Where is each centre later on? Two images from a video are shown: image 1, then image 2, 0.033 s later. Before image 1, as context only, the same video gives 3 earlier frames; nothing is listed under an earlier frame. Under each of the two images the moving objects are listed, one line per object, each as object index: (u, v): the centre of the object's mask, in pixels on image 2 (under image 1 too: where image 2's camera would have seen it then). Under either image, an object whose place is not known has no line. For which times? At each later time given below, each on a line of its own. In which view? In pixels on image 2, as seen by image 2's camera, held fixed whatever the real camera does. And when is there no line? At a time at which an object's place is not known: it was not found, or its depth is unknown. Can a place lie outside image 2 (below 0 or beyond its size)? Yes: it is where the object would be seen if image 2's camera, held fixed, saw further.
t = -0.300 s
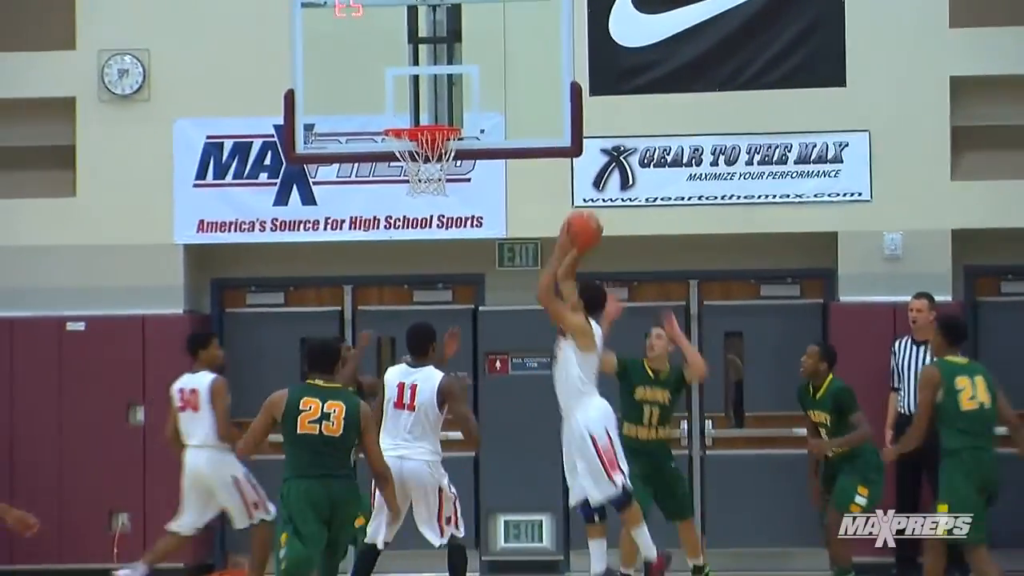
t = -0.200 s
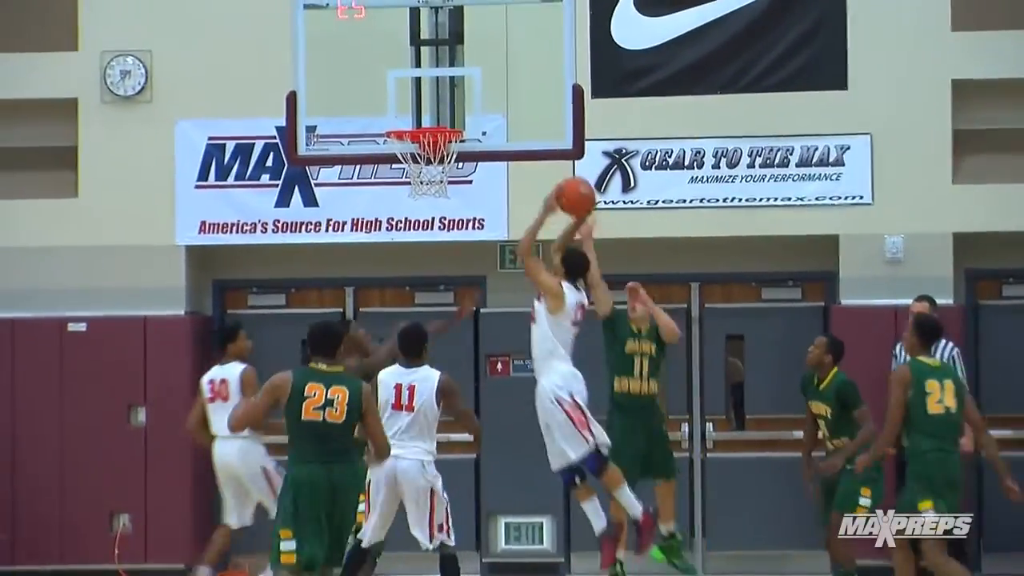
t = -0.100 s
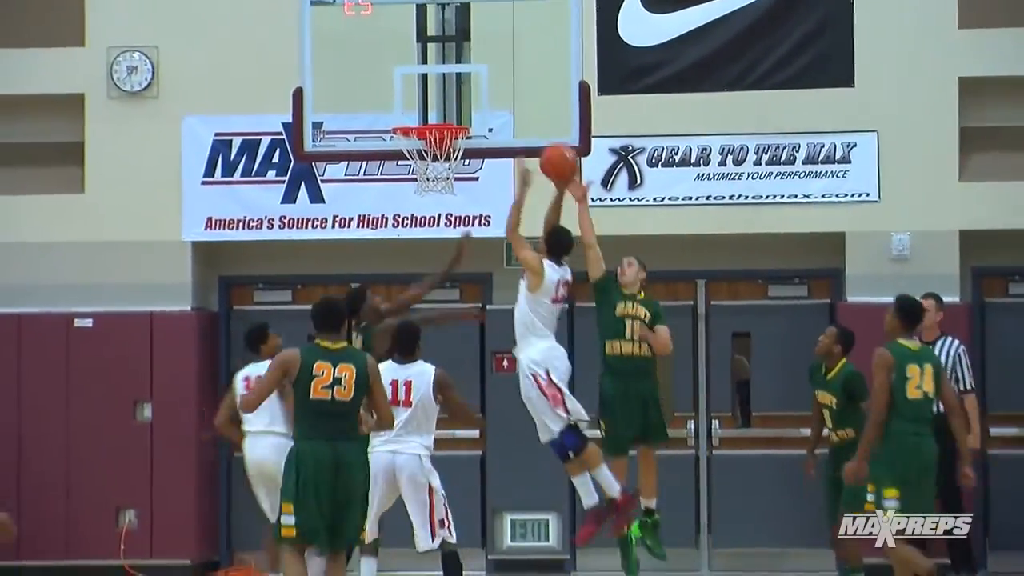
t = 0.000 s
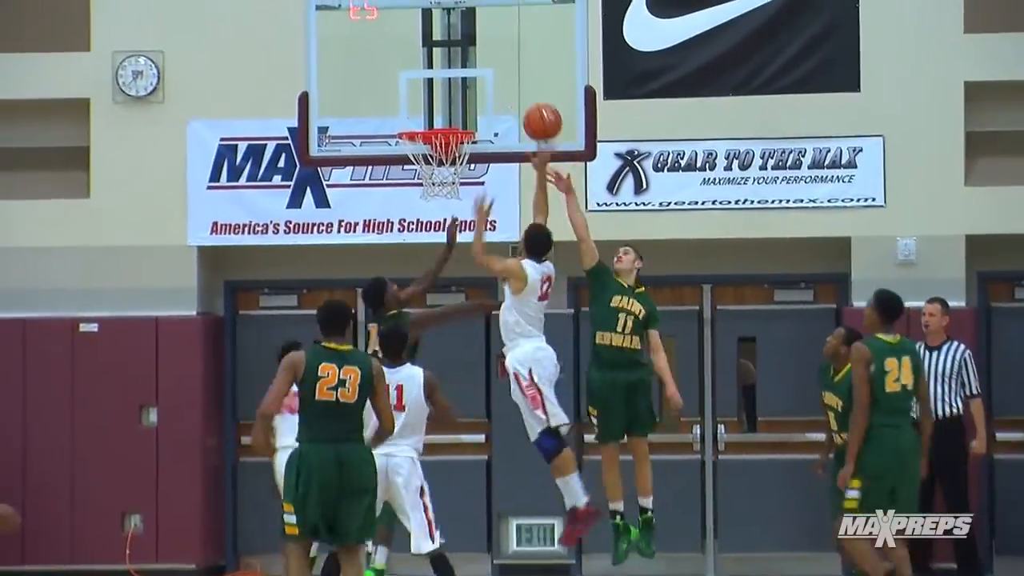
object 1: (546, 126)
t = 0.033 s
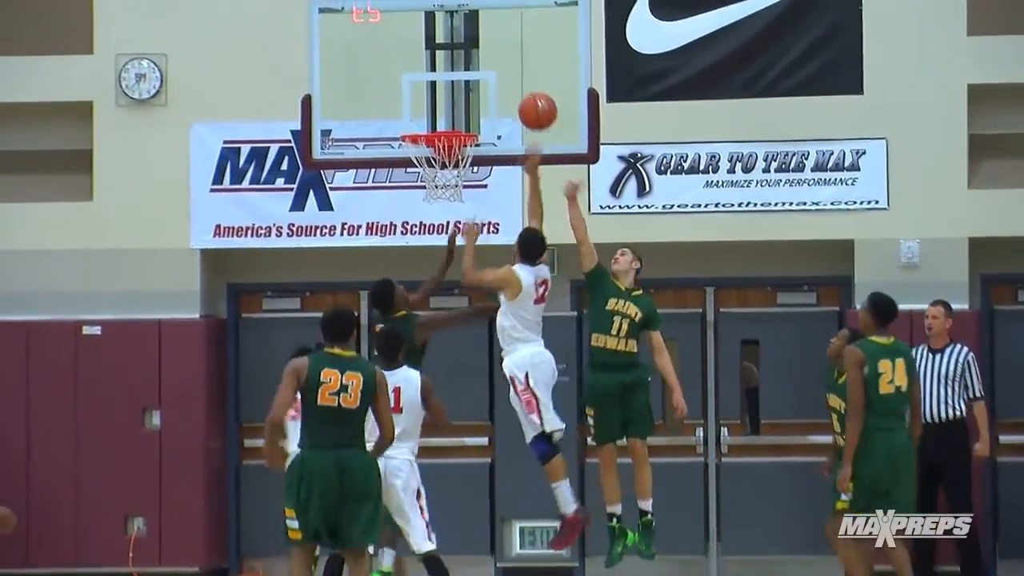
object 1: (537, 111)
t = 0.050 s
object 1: (533, 105)
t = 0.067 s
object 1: (529, 99)
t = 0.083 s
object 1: (525, 94)
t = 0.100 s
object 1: (522, 89)
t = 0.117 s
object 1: (518, 85)
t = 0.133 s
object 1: (514, 80)
